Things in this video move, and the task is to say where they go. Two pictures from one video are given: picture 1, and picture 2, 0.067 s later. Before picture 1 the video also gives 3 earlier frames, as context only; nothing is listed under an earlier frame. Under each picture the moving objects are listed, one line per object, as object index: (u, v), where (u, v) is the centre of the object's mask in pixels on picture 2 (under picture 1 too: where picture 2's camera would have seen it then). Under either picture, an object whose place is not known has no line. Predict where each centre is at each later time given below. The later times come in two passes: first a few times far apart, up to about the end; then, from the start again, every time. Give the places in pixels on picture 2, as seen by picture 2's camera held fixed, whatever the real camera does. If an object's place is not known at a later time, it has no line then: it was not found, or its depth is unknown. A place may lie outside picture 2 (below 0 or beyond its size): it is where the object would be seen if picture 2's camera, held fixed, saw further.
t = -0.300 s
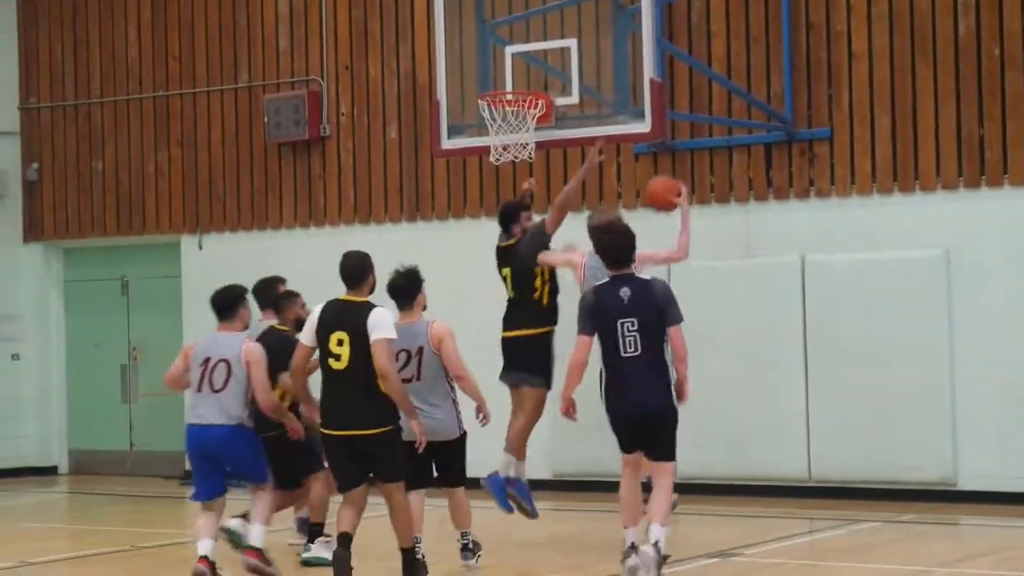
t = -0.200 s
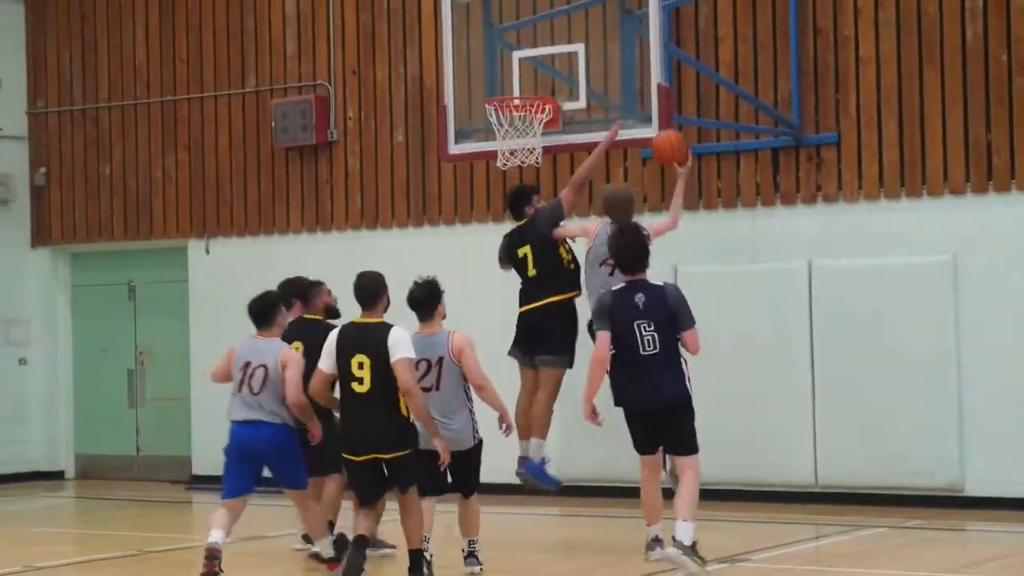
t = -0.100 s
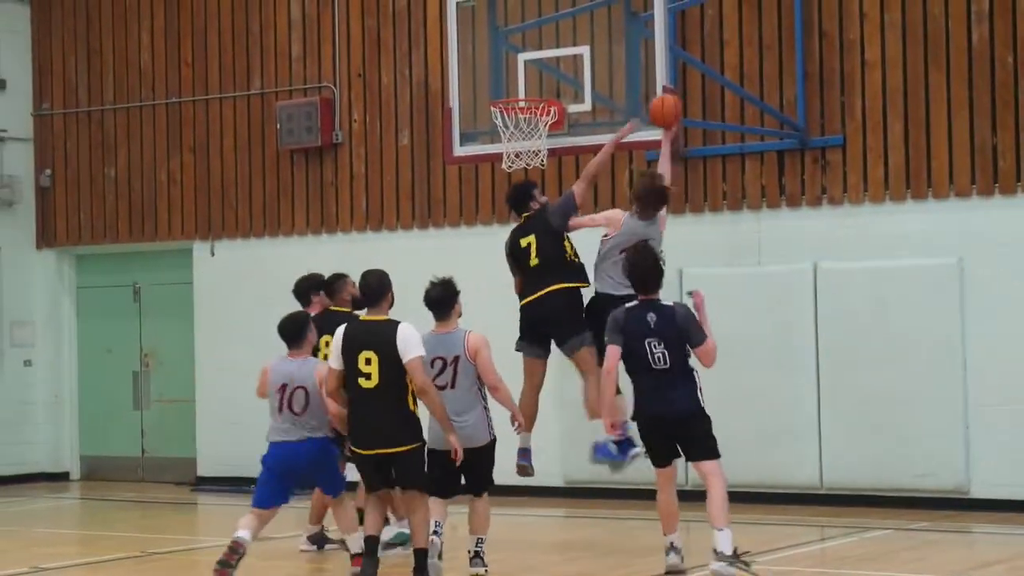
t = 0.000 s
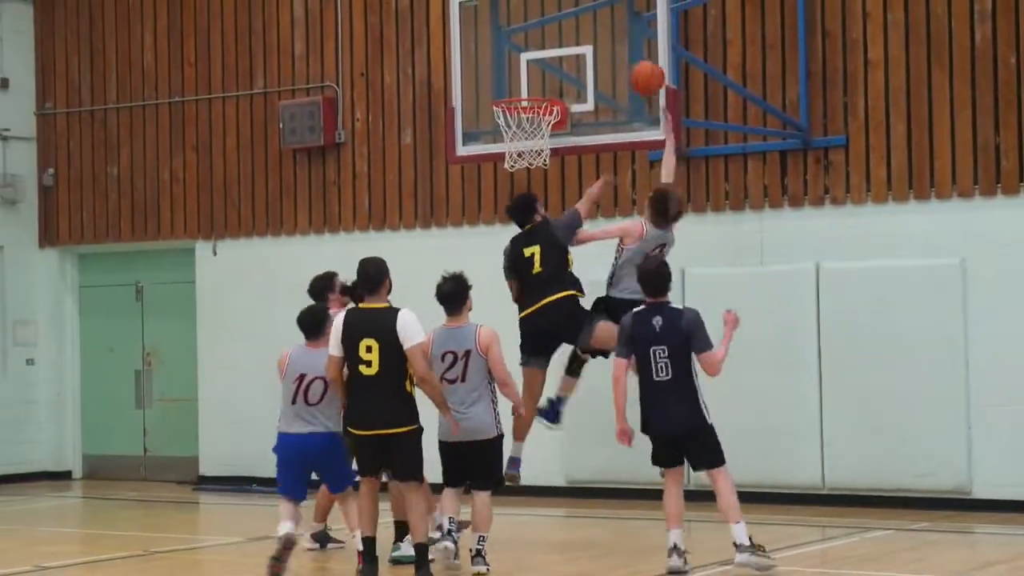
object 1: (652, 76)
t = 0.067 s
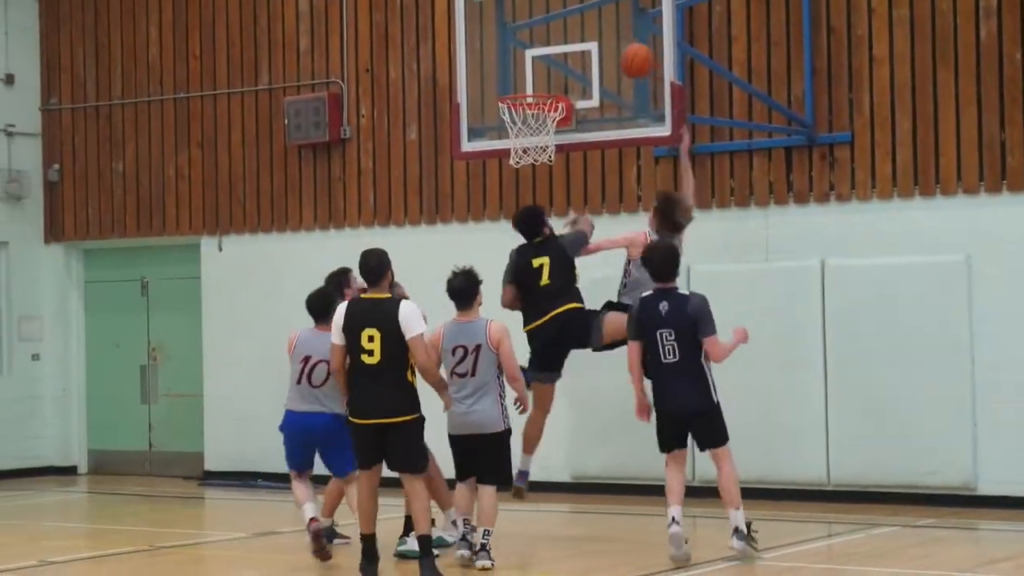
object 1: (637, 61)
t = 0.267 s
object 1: (596, 57)
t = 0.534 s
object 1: (535, 78)
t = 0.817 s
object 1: (533, 83)
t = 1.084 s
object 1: (523, 134)
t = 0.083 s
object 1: (633, 59)
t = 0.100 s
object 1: (630, 57)
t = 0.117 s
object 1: (627, 55)
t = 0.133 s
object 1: (623, 54)
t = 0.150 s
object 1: (620, 53)
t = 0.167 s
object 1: (616, 53)
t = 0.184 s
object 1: (614, 53)
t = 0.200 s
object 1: (610, 54)
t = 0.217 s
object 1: (607, 55)
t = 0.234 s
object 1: (602, 56)
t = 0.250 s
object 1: (598, 56)
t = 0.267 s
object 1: (596, 57)
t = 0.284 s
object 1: (592, 58)
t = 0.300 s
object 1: (586, 59)
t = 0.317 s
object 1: (582, 61)
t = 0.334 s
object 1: (578, 64)
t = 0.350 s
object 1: (574, 66)
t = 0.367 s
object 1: (570, 69)
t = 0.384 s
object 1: (566, 73)
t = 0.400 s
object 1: (562, 77)
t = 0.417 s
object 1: (558, 81)
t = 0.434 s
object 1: (556, 81)
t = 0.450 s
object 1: (552, 80)
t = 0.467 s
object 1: (549, 79)
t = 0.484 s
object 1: (544, 78)
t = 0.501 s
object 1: (540, 78)
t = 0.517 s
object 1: (536, 78)
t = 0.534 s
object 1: (535, 78)
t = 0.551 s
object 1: (529, 79)
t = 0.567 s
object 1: (526, 80)
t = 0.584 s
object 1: (522, 81)
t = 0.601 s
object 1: (520, 83)
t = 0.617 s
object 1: (515, 84)
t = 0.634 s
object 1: (511, 87)
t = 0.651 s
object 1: (510, 87)
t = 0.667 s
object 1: (512, 86)
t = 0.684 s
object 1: (515, 84)
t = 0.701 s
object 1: (517, 83)
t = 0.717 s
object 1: (519, 82)
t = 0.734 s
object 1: (522, 81)
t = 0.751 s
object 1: (524, 81)
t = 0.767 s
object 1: (526, 82)
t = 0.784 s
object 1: (528, 82)
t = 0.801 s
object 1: (530, 82)
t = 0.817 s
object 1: (533, 83)
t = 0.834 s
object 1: (535, 84)
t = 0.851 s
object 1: (538, 84)
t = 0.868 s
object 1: (539, 85)
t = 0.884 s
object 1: (541, 87)
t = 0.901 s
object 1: (544, 89)
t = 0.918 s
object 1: (544, 90)
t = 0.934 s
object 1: (541, 91)
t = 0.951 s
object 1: (540, 92)
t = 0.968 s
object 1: (537, 94)
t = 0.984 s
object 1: (534, 107)
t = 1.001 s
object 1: (532, 110)
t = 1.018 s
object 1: (531, 111)
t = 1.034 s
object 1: (528, 119)
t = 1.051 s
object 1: (527, 122)
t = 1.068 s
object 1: (525, 128)
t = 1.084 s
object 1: (523, 134)
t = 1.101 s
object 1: (519, 140)
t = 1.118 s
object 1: (515, 143)
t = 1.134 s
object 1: (513, 148)
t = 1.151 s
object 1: (516, 159)
